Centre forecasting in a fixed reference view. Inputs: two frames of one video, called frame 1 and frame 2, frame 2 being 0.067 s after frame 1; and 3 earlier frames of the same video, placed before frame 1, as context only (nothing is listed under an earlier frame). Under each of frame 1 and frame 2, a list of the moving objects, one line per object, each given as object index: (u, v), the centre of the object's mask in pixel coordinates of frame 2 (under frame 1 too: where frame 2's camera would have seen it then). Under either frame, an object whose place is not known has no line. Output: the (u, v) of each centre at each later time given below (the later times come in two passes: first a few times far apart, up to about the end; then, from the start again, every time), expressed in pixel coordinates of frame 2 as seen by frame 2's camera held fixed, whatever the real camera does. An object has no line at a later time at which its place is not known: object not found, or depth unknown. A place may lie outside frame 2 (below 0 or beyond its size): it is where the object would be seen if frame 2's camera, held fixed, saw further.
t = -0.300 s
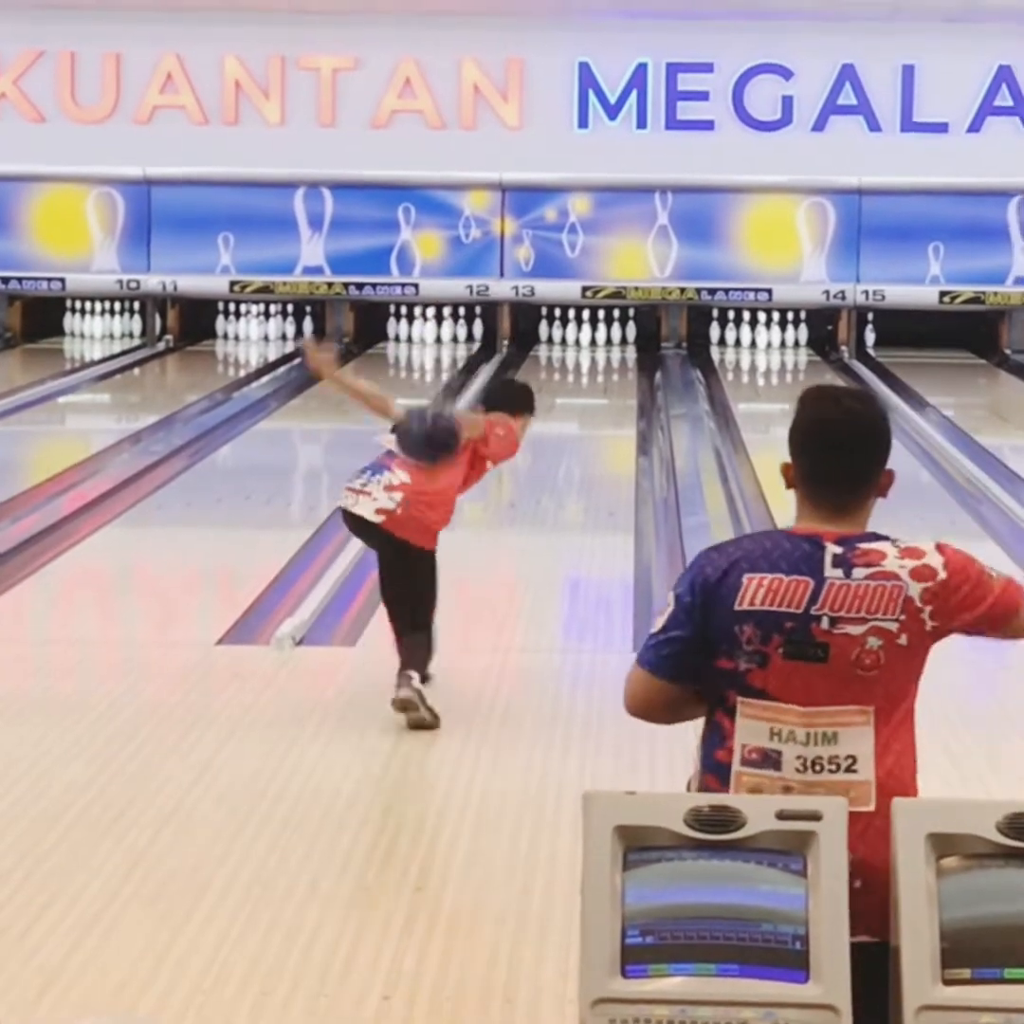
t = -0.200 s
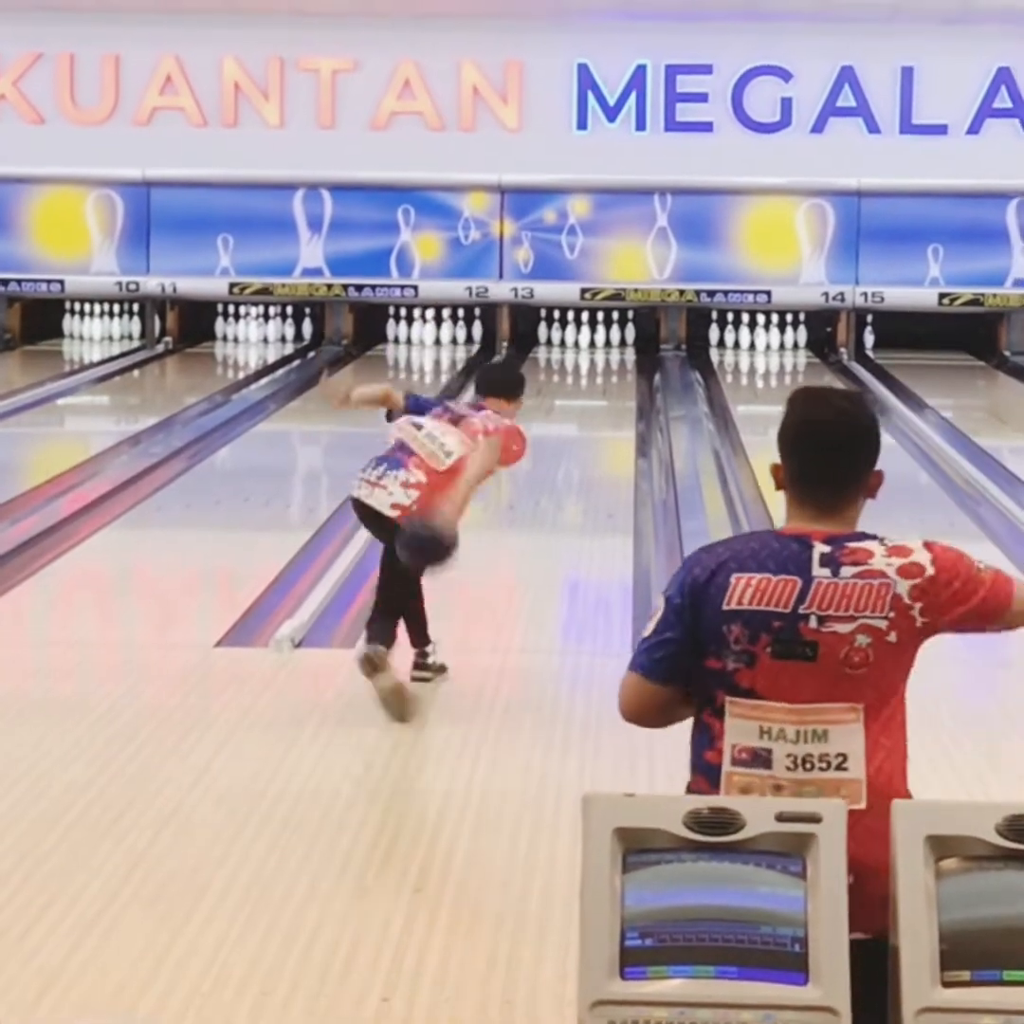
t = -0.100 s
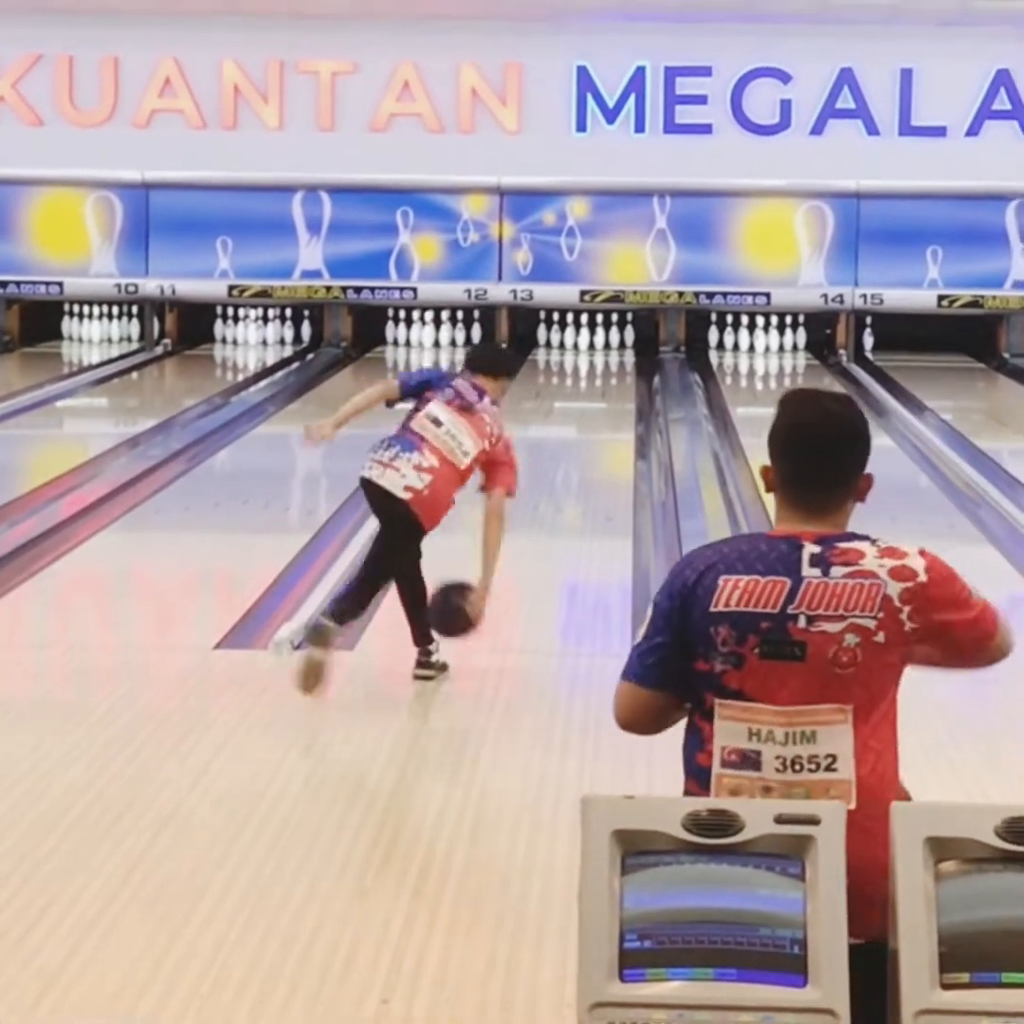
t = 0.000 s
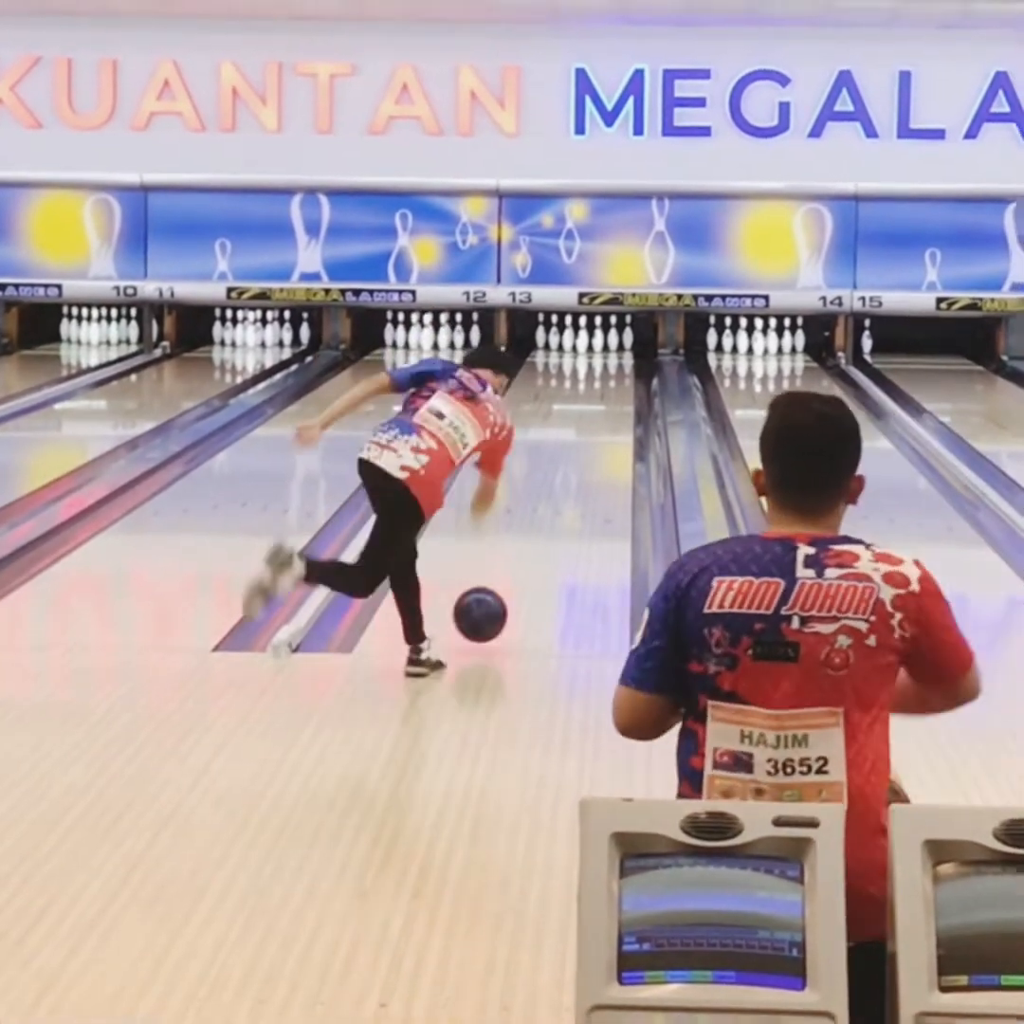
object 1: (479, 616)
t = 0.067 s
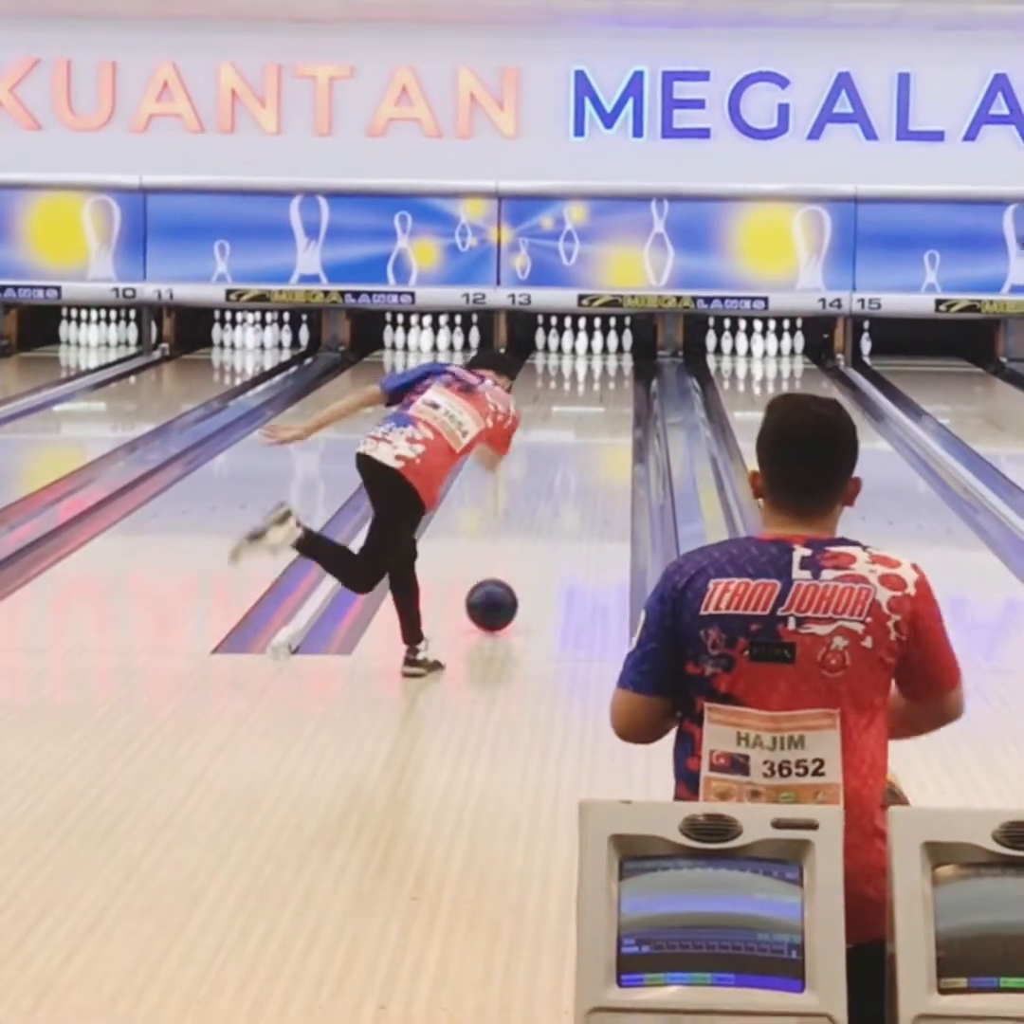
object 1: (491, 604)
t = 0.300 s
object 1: (526, 550)
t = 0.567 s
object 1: (554, 502)
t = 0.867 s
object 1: (577, 461)
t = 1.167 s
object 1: (593, 430)
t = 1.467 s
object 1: (603, 405)
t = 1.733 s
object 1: (608, 386)
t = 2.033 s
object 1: (609, 370)
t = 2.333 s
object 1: (598, 356)
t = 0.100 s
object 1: (497, 597)
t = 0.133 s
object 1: (502, 588)
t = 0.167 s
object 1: (507, 580)
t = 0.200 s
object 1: (513, 572)
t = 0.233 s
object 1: (517, 564)
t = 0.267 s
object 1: (522, 557)
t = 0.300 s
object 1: (526, 550)
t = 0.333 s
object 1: (530, 543)
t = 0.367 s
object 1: (534, 537)
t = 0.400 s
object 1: (538, 530)
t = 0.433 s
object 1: (542, 524)
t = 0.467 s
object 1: (545, 518)
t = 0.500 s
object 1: (548, 513)
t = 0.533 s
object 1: (551, 507)
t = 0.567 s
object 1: (554, 502)
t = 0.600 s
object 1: (557, 497)
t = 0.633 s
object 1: (560, 492)
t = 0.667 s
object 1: (563, 487)
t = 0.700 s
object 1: (565, 483)
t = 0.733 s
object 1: (568, 478)
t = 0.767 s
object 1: (570, 474)
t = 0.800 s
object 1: (572, 470)
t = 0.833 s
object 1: (575, 465)
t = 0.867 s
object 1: (577, 461)
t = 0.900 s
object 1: (579, 458)
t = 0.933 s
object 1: (581, 453)
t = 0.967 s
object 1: (583, 450)
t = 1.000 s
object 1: (585, 446)
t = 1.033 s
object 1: (586, 443)
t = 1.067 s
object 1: (588, 439)
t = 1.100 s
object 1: (590, 437)
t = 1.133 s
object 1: (591, 433)
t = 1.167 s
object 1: (593, 430)
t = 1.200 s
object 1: (594, 427)
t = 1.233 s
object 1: (595, 424)
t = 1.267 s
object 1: (597, 421)
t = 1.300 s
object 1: (598, 418)
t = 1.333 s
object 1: (599, 415)
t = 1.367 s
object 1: (600, 413)
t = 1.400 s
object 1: (601, 410)
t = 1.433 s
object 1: (602, 408)
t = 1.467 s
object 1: (603, 405)
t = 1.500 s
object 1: (604, 403)
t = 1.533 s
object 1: (605, 400)
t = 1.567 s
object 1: (605, 398)
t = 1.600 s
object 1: (606, 395)
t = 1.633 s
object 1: (606, 393)
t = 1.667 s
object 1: (607, 390)
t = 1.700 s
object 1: (608, 388)
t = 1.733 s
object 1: (608, 386)
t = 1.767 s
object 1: (609, 384)
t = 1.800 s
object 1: (609, 382)
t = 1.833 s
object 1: (610, 380)
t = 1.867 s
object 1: (610, 378)
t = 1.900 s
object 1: (610, 376)
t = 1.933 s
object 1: (610, 375)
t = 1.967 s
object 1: (610, 373)
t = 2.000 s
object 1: (609, 372)
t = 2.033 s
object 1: (609, 370)
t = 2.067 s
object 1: (609, 368)
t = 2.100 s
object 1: (607, 367)
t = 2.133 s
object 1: (607, 365)
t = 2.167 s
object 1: (605, 363)
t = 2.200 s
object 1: (604, 362)
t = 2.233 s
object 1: (603, 361)
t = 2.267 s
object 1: (601, 359)
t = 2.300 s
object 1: (600, 357)
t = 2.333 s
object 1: (598, 356)
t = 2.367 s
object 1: (597, 355)
